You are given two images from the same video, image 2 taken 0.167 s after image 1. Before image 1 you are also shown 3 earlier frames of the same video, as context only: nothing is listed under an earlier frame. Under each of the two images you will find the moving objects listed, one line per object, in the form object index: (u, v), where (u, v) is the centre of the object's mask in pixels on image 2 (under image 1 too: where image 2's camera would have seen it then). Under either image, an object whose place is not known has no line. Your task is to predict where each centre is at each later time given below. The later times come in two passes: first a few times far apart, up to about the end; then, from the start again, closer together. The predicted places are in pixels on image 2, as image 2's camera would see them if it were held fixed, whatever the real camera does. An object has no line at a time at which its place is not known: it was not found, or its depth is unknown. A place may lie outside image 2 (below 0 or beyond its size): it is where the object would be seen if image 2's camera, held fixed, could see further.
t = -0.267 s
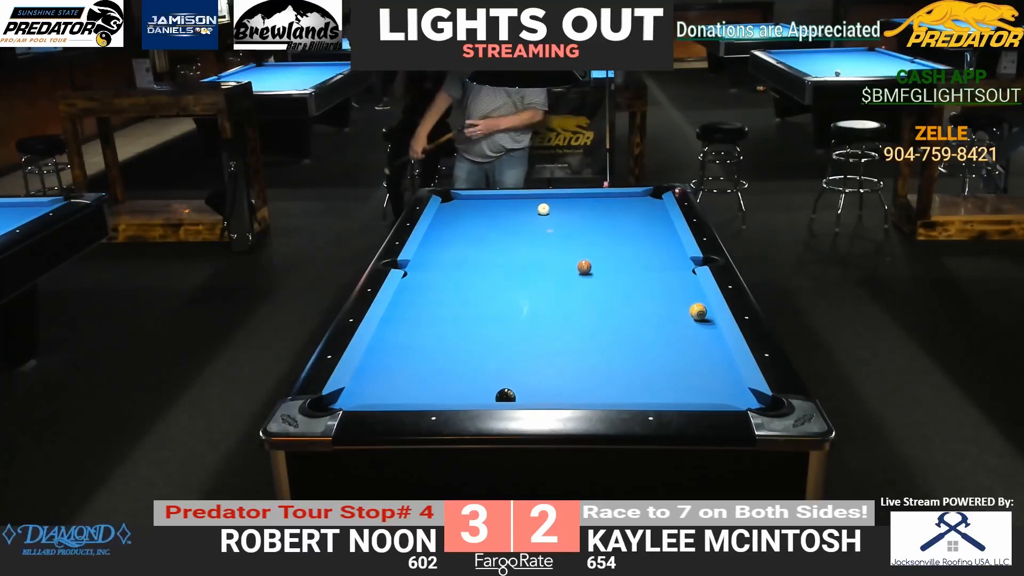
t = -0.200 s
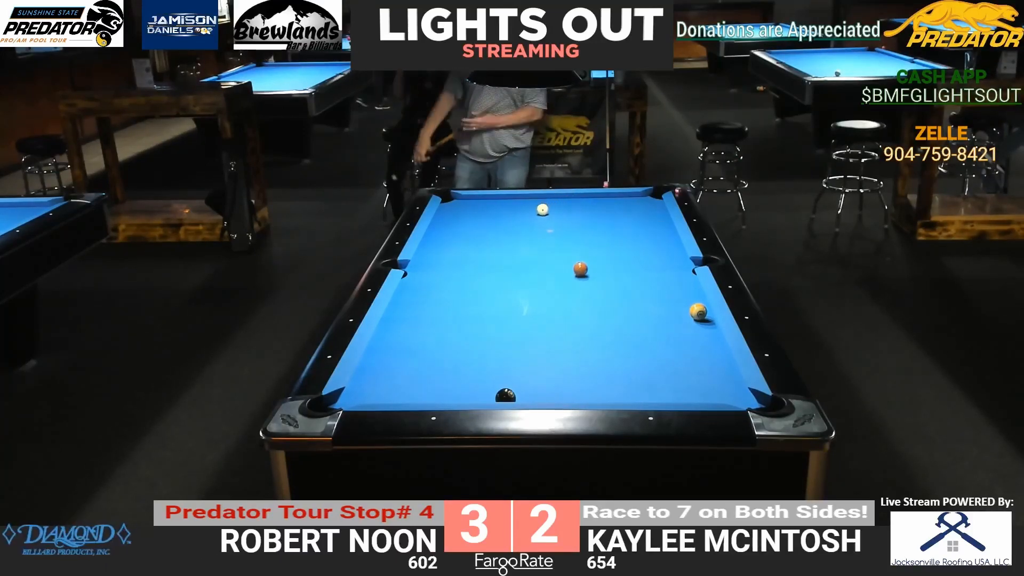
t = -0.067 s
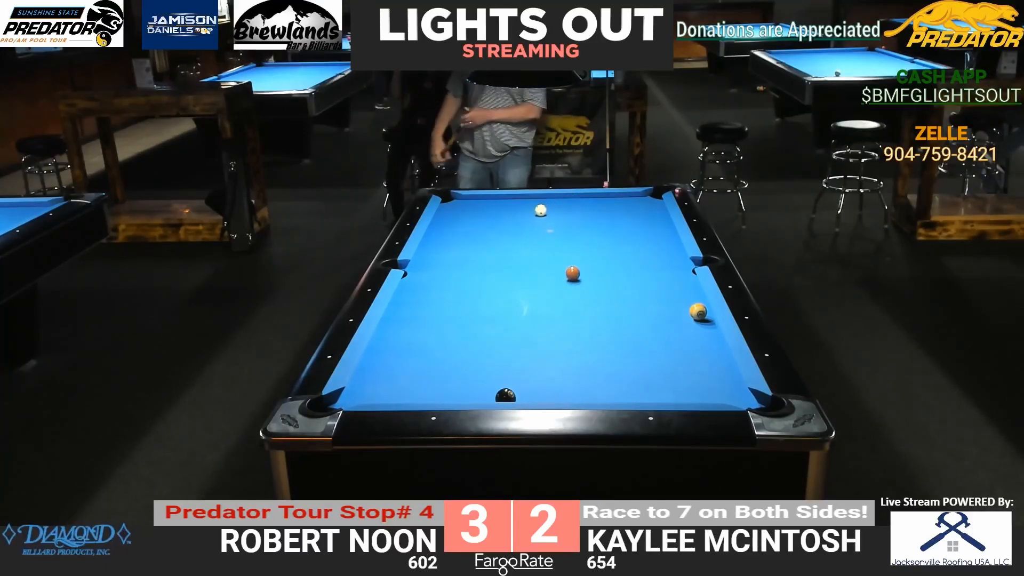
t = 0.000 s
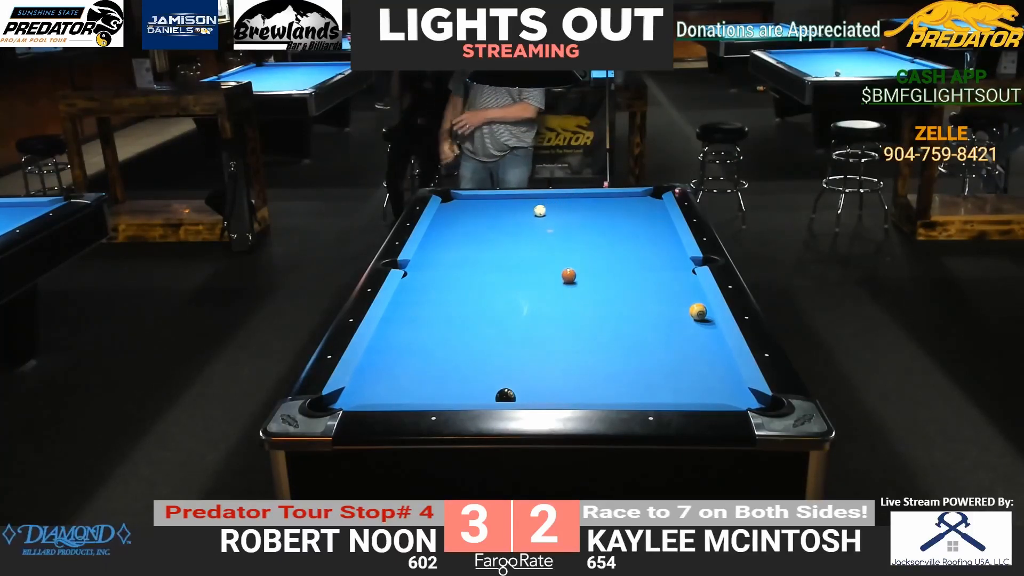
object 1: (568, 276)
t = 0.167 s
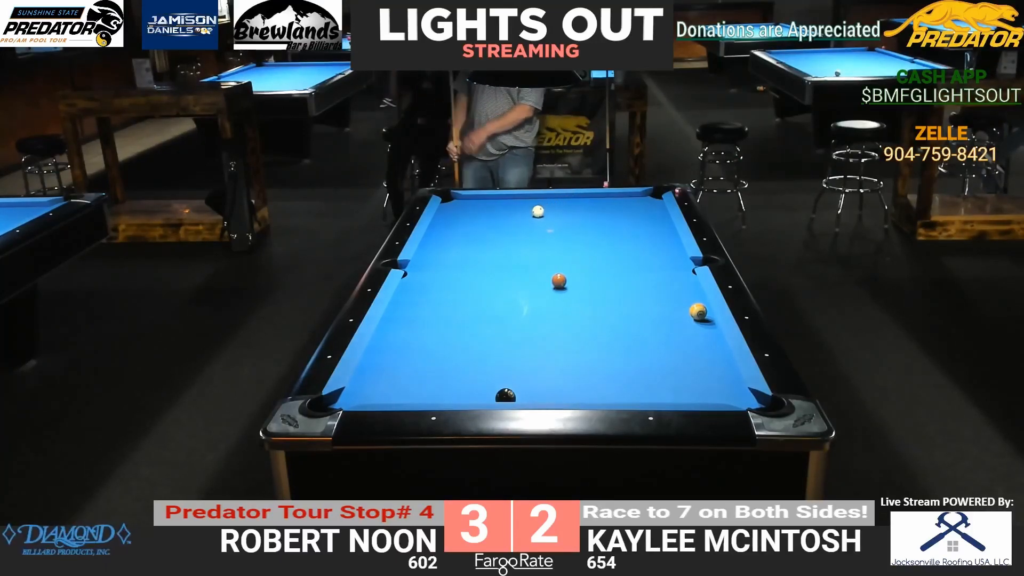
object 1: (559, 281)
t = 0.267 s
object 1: (553, 284)
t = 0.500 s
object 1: (539, 292)
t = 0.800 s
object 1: (522, 302)
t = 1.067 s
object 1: (507, 310)
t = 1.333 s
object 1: (493, 318)
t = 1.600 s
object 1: (478, 327)
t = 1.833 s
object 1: (466, 334)
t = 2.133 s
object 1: (451, 343)
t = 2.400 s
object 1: (439, 350)
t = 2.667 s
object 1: (427, 357)
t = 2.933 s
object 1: (416, 364)
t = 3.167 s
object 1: (407, 369)
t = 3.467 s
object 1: (397, 376)
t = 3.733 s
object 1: (390, 382)
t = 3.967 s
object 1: (385, 386)
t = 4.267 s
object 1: (379, 391)
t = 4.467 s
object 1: (375, 393)
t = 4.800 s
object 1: (371, 395)
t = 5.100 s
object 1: (369, 397)
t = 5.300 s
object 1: (368, 397)
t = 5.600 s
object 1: (367, 398)
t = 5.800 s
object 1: (367, 398)
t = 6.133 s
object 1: (367, 398)
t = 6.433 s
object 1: (367, 398)
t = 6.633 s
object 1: (367, 398)
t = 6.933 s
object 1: (367, 398)
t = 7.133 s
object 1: (367, 398)
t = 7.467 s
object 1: (367, 398)
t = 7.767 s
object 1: (367, 398)
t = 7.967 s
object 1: (367, 398)
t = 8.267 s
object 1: (367, 398)
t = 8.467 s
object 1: (367, 398)
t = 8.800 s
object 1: (367, 398)
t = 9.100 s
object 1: (367, 398)
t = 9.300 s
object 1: (367, 398)
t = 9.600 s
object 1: (367, 398)
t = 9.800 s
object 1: (367, 398)
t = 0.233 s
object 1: (555, 283)
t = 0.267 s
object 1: (553, 284)
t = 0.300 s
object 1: (551, 286)
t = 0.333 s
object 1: (549, 286)
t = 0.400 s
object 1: (545, 289)
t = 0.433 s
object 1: (543, 290)
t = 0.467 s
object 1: (541, 291)
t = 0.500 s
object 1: (539, 292)
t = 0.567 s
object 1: (536, 294)
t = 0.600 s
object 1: (534, 295)
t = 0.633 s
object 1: (532, 296)
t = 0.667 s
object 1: (530, 297)
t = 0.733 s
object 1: (526, 299)
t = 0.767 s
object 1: (524, 300)
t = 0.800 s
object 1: (522, 302)
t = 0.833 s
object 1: (520, 303)
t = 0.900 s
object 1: (517, 305)
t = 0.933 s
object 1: (515, 306)
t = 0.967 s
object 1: (513, 307)
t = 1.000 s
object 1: (511, 308)
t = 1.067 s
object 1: (507, 310)
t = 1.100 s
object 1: (505, 311)
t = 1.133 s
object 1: (504, 312)
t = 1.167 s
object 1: (502, 313)
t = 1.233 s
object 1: (498, 315)
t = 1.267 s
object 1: (496, 316)
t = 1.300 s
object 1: (494, 317)
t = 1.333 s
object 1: (493, 318)
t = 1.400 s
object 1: (489, 321)
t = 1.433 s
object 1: (487, 322)
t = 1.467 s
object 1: (485, 323)
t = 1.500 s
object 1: (484, 324)
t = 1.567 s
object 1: (480, 325)
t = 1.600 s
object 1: (478, 327)
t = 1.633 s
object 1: (476, 328)
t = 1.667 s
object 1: (475, 329)
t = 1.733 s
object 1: (471, 331)
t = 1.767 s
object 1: (469, 332)
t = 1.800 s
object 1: (468, 333)
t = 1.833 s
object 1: (466, 334)
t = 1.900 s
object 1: (463, 336)
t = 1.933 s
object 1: (461, 337)
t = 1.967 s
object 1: (460, 338)
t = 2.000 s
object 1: (458, 339)
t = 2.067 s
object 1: (455, 340)
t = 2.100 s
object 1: (453, 342)
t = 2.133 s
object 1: (451, 343)
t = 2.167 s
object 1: (450, 343)
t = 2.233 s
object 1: (447, 345)
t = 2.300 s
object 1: (443, 347)
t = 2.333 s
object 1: (442, 348)
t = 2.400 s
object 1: (439, 350)
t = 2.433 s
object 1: (437, 351)
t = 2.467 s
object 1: (436, 351)
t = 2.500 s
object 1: (434, 352)
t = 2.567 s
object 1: (431, 354)
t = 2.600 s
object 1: (430, 355)
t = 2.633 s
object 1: (428, 356)
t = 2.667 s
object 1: (427, 357)
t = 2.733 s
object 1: (424, 358)
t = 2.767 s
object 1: (423, 359)
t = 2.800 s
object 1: (421, 360)
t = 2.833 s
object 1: (420, 361)
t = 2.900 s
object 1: (417, 363)
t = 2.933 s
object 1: (416, 364)
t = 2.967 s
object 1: (414, 365)
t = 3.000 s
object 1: (413, 365)
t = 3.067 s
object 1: (411, 367)
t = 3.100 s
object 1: (409, 368)
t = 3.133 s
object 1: (408, 368)
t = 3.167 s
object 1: (407, 369)
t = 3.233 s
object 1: (405, 371)
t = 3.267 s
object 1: (404, 372)
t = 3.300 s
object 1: (403, 372)
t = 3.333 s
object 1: (401, 373)
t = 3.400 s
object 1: (399, 375)
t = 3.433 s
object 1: (398, 375)
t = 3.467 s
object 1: (397, 376)
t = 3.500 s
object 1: (397, 377)
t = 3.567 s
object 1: (395, 378)
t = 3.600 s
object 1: (394, 379)
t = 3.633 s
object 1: (393, 380)
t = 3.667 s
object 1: (392, 381)
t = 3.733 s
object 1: (390, 382)
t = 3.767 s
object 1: (389, 382)
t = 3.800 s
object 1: (388, 383)
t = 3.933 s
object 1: (385, 386)
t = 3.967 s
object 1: (385, 386)
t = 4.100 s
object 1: (382, 389)
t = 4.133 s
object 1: (381, 389)
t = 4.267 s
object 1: (379, 391)
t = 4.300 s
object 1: (378, 391)
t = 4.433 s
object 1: (376, 393)
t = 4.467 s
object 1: (375, 393)
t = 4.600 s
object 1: (373, 394)
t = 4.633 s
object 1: (373, 394)
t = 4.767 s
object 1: (371, 395)
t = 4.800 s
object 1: (371, 395)
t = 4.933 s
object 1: (370, 396)
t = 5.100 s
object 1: (369, 397)
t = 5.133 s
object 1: (369, 397)
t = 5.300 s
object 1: (368, 397)
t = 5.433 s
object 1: (368, 398)
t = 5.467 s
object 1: (368, 398)
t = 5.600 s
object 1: (367, 398)
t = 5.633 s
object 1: (367, 398)
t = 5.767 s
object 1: (367, 398)
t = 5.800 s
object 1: (367, 398)
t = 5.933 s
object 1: (367, 398)
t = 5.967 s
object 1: (367, 398)
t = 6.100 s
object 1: (367, 398)
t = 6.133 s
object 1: (367, 398)
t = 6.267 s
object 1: (367, 398)
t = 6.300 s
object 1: (367, 398)
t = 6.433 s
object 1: (367, 398)
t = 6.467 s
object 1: (367, 398)
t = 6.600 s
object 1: (367, 398)
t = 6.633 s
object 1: (367, 398)
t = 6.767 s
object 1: (367, 398)
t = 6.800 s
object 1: (367, 398)
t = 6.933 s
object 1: (367, 398)
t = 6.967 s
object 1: (367, 398)
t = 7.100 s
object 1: (367, 398)
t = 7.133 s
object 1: (367, 398)
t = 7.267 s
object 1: (367, 398)
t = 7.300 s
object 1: (367, 398)
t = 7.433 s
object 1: (367, 398)
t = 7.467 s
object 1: (367, 398)
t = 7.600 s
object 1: (367, 398)
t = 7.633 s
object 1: (367, 398)
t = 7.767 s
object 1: (367, 398)
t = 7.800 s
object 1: (367, 398)
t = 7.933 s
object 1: (367, 398)
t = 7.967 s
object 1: (367, 398)
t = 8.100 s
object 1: (367, 398)
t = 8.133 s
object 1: (367, 398)
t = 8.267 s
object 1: (367, 398)
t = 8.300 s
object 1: (367, 398)
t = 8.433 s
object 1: (367, 398)
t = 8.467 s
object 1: (367, 398)
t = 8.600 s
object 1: (367, 398)
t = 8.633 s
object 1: (367, 398)
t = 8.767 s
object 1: (367, 398)
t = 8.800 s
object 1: (367, 398)
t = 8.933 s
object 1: (367, 398)
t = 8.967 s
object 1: (367, 398)
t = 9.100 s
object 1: (367, 398)
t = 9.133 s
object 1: (367, 398)
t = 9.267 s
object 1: (367, 398)
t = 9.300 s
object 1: (367, 398)
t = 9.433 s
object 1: (367, 398)
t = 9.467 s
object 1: (367, 398)
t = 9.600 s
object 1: (367, 398)
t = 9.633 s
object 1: (367, 398)
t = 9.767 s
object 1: (367, 398)
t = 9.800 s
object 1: (367, 398)
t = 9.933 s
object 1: (367, 398)
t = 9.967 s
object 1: (367, 398)
